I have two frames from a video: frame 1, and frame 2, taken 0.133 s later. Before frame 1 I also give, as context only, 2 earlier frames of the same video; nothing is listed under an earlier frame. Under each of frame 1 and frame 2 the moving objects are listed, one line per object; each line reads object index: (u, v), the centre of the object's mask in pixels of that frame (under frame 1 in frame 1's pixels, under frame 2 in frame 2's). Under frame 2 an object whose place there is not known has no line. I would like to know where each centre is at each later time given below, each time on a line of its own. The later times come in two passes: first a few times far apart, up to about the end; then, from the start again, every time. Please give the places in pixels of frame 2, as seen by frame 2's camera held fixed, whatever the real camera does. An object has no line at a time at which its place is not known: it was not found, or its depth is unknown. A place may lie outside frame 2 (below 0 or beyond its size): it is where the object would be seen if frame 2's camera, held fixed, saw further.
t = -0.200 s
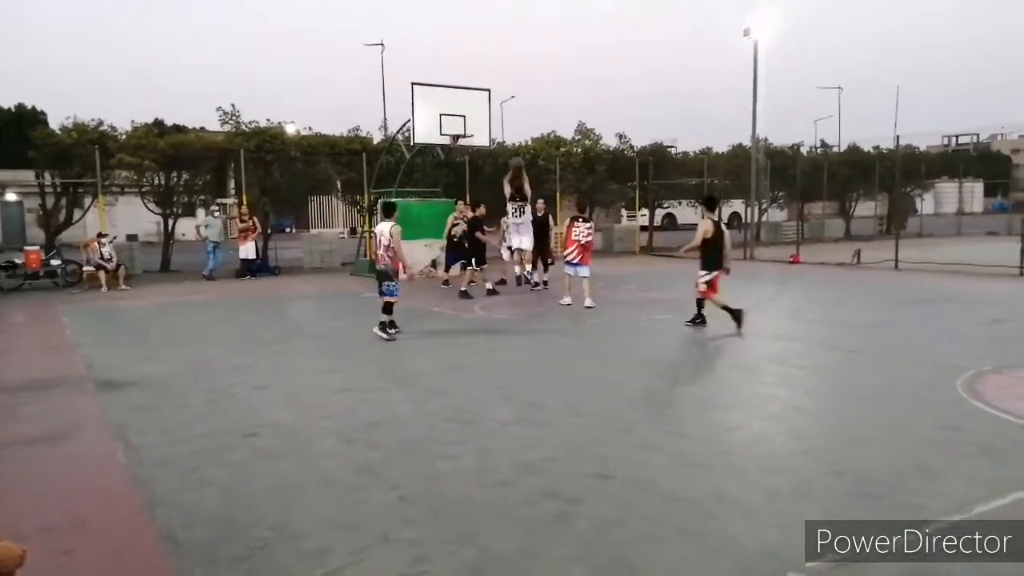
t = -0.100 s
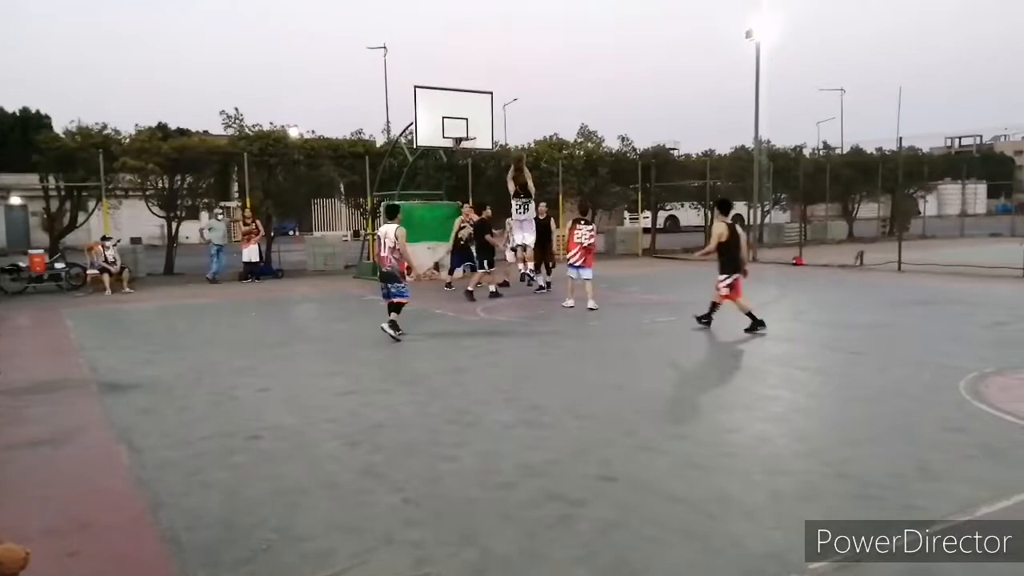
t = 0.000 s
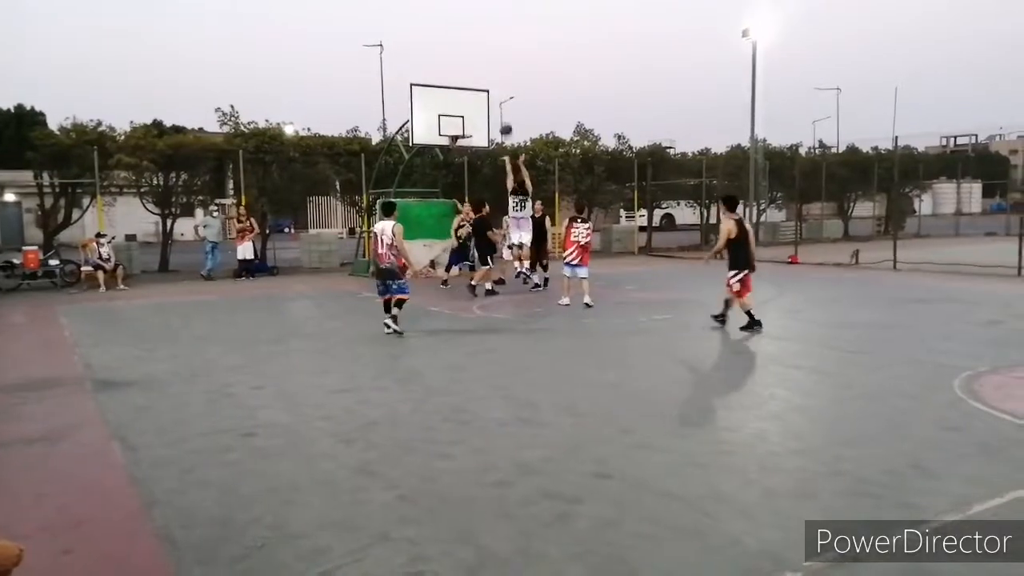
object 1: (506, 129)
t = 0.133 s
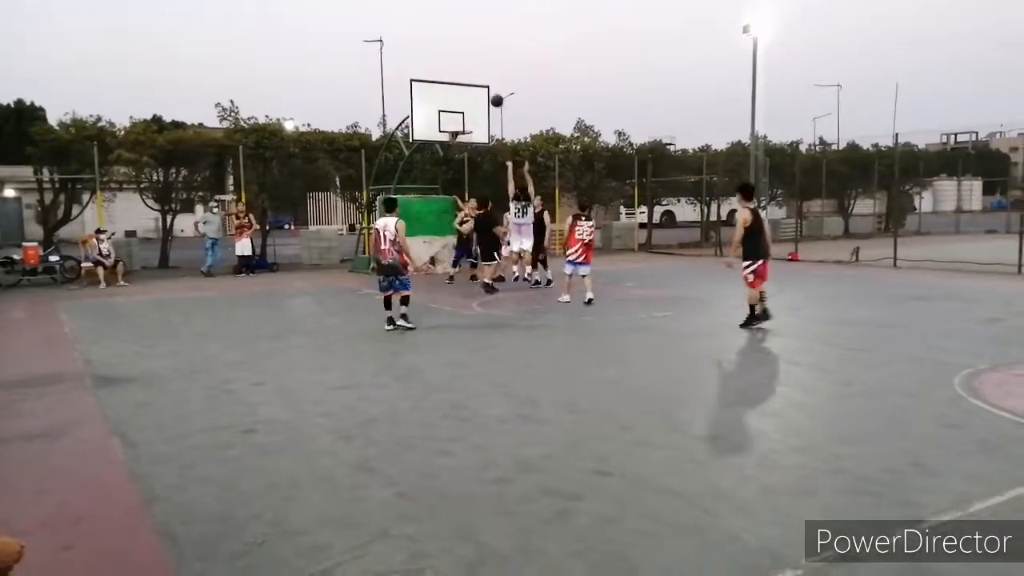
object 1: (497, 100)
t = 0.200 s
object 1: (492, 92)
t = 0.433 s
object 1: (477, 82)
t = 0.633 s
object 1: (467, 97)
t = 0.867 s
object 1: (458, 123)
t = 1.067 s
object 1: (465, 102)
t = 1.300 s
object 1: (473, 101)
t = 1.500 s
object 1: (481, 122)
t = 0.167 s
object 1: (494, 96)
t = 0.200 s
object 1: (492, 92)
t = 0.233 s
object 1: (490, 89)
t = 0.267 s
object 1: (487, 86)
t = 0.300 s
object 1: (486, 84)
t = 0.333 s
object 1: (484, 83)
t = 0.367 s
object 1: (481, 82)
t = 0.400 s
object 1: (479, 82)
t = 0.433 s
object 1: (477, 82)
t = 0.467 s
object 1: (476, 83)
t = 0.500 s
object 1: (474, 85)
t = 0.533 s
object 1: (472, 87)
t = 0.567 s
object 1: (470, 90)
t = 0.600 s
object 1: (468, 93)
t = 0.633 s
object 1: (467, 97)
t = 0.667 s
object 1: (465, 101)
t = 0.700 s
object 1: (463, 106)
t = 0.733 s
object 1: (462, 111)
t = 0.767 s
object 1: (460, 117)
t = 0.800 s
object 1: (459, 122)
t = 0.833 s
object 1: (458, 129)
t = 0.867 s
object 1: (458, 123)
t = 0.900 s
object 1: (460, 118)
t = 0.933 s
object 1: (460, 114)
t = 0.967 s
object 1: (461, 110)
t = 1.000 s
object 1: (462, 107)
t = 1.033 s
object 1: (464, 104)
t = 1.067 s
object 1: (465, 102)
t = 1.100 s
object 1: (466, 100)
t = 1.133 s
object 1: (467, 99)
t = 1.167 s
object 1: (468, 98)
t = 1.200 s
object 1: (470, 98)
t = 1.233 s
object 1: (471, 98)
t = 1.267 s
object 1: (472, 99)
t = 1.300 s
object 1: (473, 101)
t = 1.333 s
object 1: (475, 102)
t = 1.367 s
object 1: (476, 105)
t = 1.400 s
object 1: (477, 108)
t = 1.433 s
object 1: (479, 113)
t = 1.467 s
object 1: (480, 117)
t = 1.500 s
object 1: (481, 122)
